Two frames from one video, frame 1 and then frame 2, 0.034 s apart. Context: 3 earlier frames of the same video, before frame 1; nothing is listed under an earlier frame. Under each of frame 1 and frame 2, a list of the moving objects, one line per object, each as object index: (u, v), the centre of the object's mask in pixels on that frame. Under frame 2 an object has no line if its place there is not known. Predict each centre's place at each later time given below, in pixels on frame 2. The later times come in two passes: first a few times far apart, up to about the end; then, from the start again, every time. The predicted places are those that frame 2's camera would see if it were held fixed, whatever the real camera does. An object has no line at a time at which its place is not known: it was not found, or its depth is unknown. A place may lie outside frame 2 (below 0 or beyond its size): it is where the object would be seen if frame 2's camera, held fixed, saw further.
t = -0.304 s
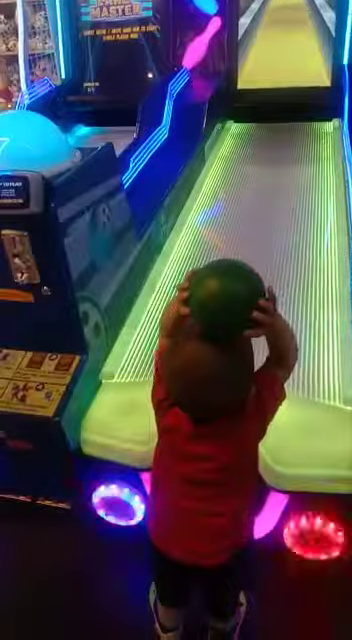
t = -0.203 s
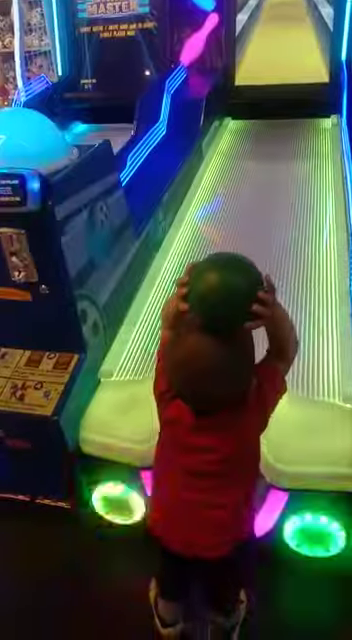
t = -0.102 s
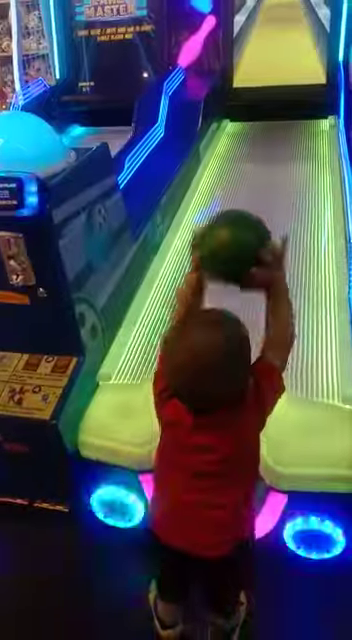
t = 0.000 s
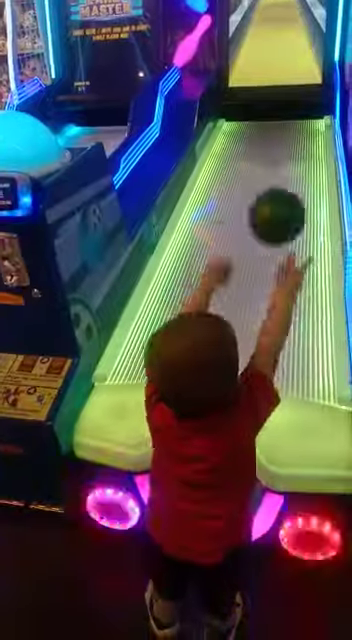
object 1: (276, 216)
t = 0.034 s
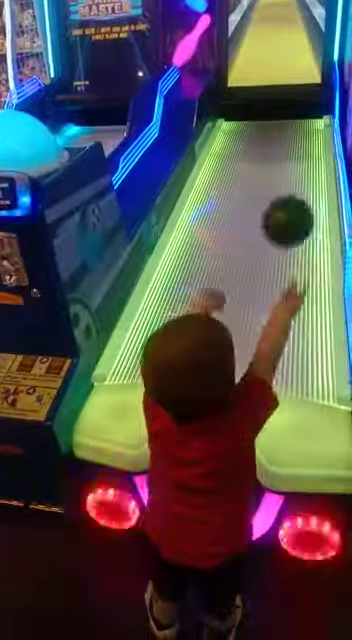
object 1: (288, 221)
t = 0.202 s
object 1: (322, 228)
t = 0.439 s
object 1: (297, 181)
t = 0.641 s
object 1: (294, 157)
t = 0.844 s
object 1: (295, 137)
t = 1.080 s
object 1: (298, 122)
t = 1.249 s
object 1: (303, 116)
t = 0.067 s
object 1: (297, 230)
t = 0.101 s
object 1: (304, 241)
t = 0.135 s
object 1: (311, 253)
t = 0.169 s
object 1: (316, 252)
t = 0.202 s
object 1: (322, 228)
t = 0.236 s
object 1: (319, 212)
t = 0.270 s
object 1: (314, 200)
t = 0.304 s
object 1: (311, 192)
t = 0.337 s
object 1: (307, 188)
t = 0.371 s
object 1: (303, 187)
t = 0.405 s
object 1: (299, 189)
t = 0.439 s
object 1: (297, 181)
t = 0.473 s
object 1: (297, 175)
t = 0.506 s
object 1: (295, 171)
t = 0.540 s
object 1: (294, 169)
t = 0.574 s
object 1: (294, 163)
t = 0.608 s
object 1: (294, 160)
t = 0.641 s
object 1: (294, 157)
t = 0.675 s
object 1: (294, 153)
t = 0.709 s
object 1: (295, 150)
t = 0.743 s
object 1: (295, 147)
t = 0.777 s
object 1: (295, 143)
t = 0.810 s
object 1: (295, 139)
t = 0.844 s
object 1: (295, 137)
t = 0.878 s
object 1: (296, 134)
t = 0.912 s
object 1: (296, 132)
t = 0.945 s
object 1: (296, 130)
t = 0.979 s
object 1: (296, 128)
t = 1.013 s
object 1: (297, 127)
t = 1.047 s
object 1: (298, 124)
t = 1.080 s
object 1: (298, 122)
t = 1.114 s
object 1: (298, 121)
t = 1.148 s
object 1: (299, 119)
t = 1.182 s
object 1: (300, 118)
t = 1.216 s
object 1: (300, 119)
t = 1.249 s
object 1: (303, 116)
